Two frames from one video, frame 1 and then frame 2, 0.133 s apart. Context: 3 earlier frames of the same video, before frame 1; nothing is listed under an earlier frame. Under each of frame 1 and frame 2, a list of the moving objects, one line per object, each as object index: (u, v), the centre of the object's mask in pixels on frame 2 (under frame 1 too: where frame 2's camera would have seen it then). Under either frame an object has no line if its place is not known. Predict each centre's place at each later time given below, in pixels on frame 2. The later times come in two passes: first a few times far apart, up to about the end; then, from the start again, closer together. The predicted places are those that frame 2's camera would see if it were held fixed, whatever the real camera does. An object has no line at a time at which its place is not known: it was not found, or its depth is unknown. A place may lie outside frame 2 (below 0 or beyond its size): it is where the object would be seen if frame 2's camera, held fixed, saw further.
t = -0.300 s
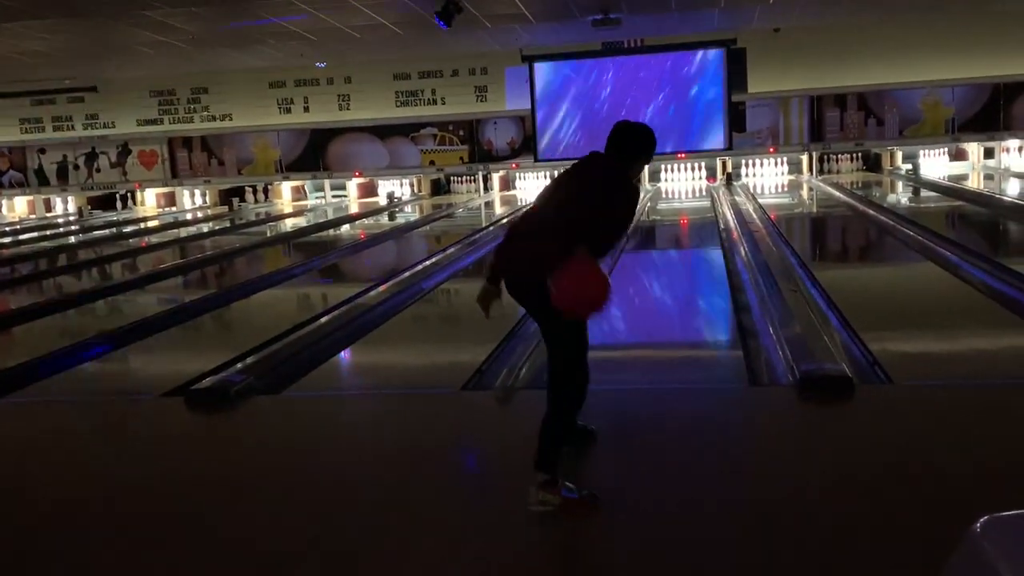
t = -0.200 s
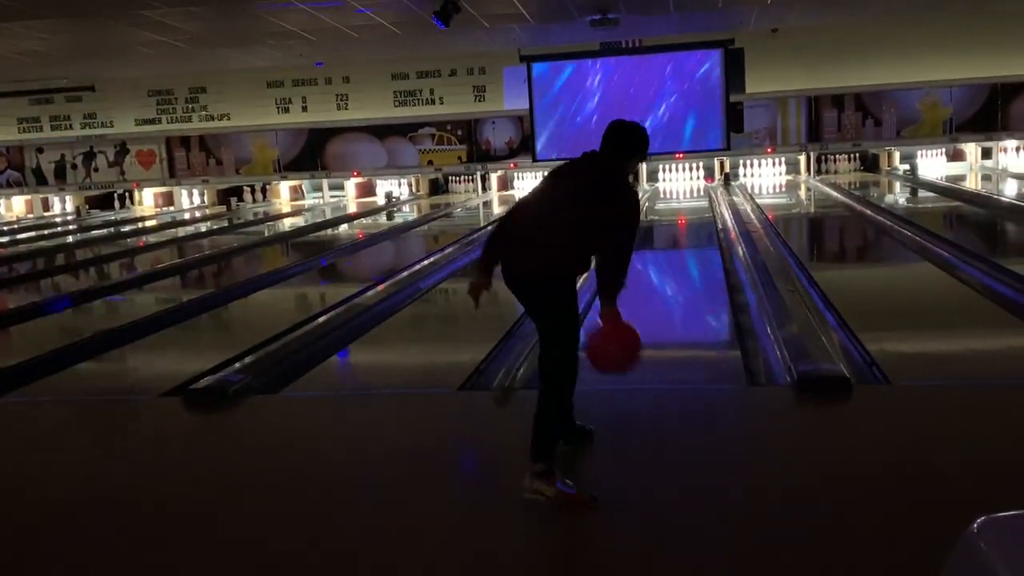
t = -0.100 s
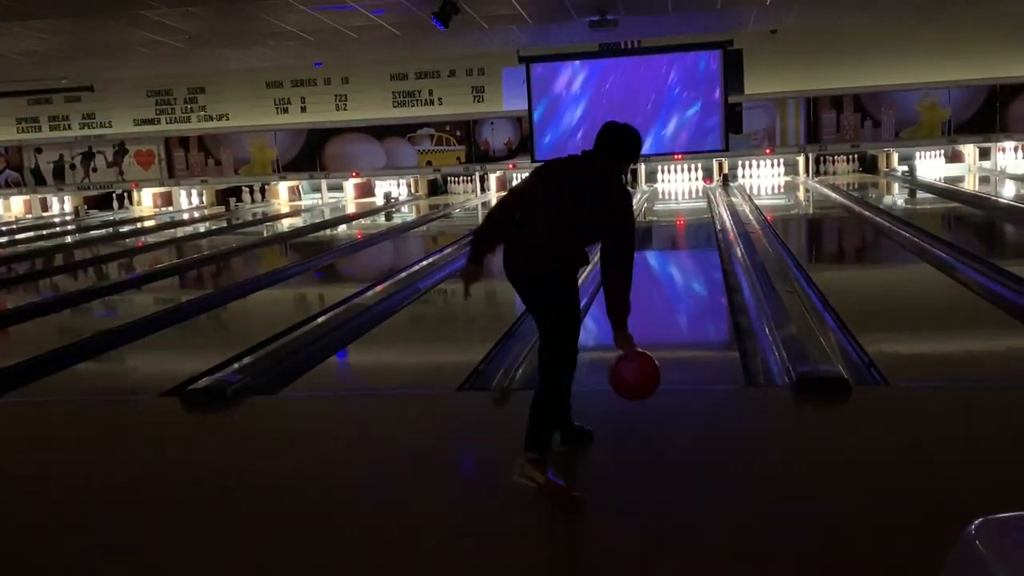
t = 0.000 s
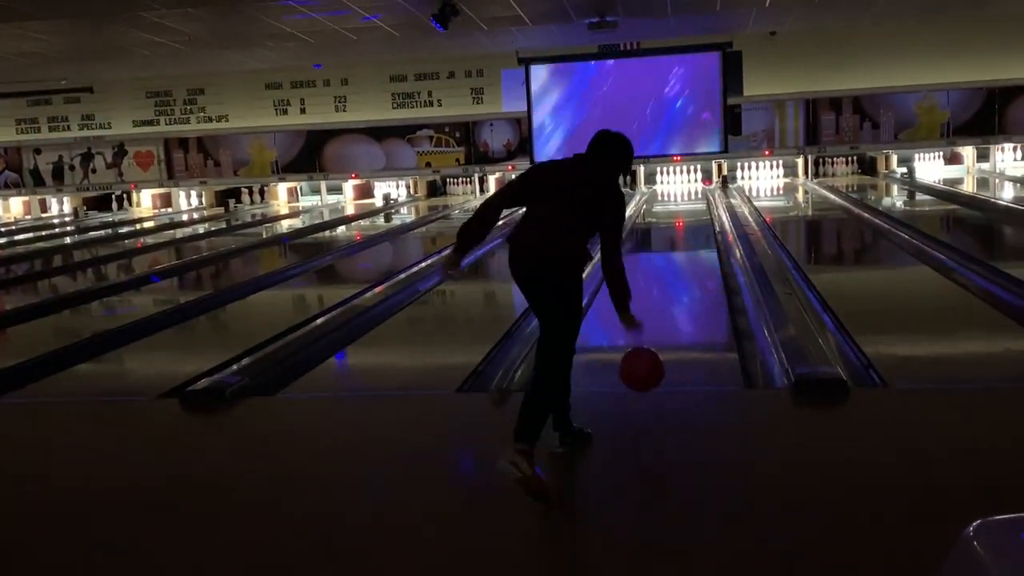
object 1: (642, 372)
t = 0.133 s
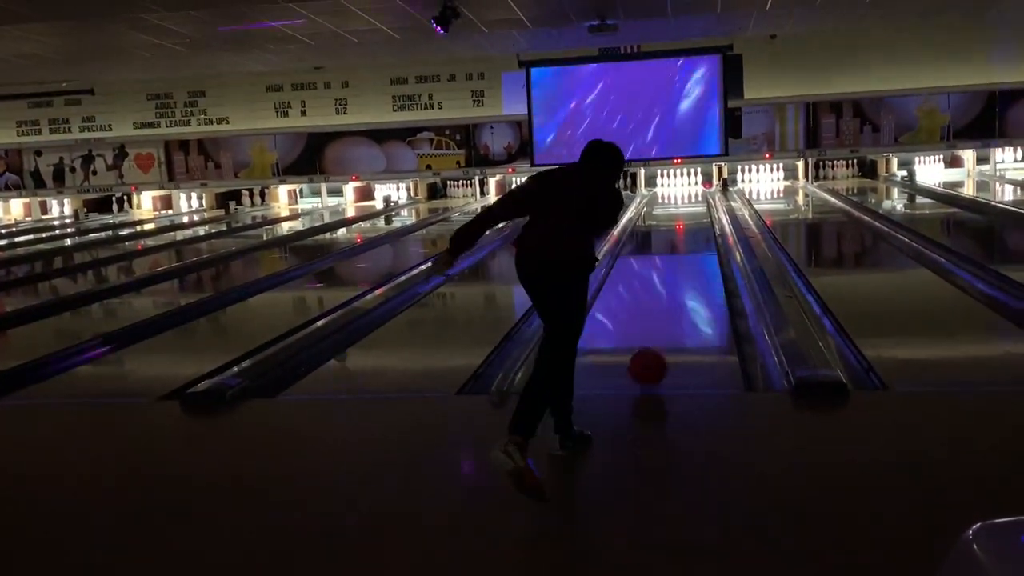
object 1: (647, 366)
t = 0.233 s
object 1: (650, 341)
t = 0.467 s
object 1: (656, 306)
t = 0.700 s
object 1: (660, 279)
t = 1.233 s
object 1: (671, 241)
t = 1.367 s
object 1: (671, 233)
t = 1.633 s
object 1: (671, 222)
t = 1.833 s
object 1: (671, 215)
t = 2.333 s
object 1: (673, 204)
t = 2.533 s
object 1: (673, 199)
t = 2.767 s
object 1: (673, 195)
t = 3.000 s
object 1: (673, 191)
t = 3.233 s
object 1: (673, 188)
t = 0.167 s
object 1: (649, 356)
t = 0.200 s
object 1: (649, 347)
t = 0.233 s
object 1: (650, 341)
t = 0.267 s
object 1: (651, 337)
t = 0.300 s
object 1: (652, 332)
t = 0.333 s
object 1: (653, 326)
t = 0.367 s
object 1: (653, 321)
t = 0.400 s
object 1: (654, 316)
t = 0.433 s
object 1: (655, 311)
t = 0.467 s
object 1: (656, 306)
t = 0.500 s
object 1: (656, 302)
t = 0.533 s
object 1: (657, 297)
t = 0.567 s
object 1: (657, 294)
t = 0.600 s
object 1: (658, 289)
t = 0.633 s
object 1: (659, 286)
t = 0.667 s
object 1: (659, 283)
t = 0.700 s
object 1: (660, 279)
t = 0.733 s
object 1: (660, 276)
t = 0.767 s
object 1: (660, 273)
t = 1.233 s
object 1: (671, 241)
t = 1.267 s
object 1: (672, 239)
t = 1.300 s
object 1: (671, 236)
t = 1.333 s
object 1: (671, 235)
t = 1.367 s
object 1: (671, 233)
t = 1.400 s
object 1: (670, 232)
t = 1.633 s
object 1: (671, 222)
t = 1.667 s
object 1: (671, 220)
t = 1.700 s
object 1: (671, 220)
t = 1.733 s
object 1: (671, 218)
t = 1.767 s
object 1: (671, 217)
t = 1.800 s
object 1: (671, 217)
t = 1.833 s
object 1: (671, 215)
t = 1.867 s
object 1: (671, 214)
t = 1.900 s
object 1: (671, 213)
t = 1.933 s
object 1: (671, 212)
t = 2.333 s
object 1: (673, 204)
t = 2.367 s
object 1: (673, 203)
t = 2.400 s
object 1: (673, 202)
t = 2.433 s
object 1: (673, 201)
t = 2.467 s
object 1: (673, 200)
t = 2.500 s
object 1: (673, 200)
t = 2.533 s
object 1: (673, 199)
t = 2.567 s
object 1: (673, 198)
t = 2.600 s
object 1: (673, 198)
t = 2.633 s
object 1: (673, 197)
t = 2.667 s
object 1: (673, 196)
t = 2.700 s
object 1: (673, 196)
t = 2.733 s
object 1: (673, 195)
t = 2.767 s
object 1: (673, 195)
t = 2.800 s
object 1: (673, 194)
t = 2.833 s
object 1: (673, 194)
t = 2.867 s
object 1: (673, 193)
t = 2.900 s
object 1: (673, 193)
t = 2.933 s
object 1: (673, 192)
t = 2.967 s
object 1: (673, 192)
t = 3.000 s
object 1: (673, 191)
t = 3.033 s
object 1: (673, 191)
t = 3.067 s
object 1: (673, 190)
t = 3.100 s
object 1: (673, 190)
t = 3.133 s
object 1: (673, 189)
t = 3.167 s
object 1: (673, 189)
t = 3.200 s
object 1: (673, 189)
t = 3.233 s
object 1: (673, 188)
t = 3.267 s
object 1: (673, 188)
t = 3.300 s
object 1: (673, 188)
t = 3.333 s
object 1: (673, 187)
